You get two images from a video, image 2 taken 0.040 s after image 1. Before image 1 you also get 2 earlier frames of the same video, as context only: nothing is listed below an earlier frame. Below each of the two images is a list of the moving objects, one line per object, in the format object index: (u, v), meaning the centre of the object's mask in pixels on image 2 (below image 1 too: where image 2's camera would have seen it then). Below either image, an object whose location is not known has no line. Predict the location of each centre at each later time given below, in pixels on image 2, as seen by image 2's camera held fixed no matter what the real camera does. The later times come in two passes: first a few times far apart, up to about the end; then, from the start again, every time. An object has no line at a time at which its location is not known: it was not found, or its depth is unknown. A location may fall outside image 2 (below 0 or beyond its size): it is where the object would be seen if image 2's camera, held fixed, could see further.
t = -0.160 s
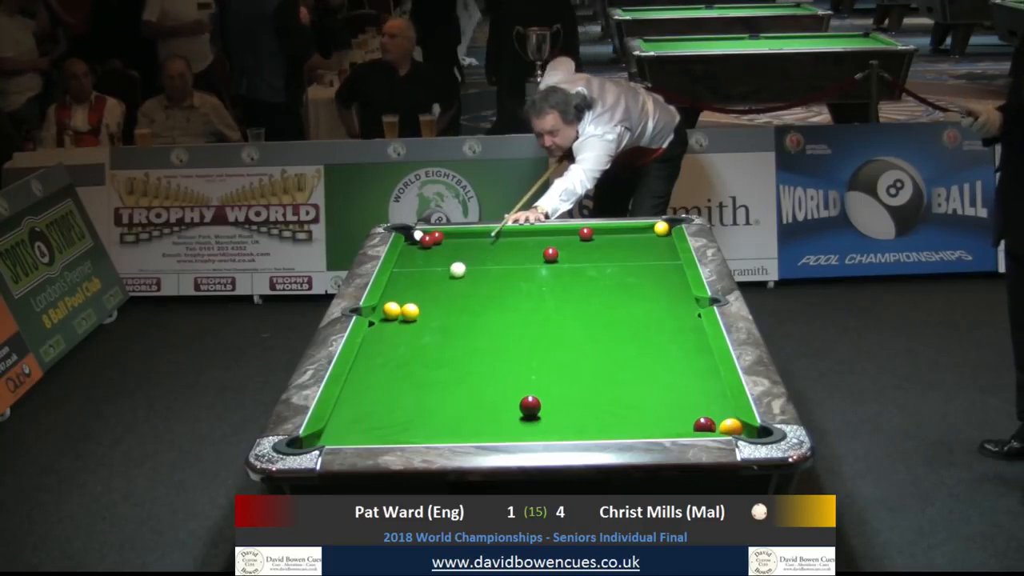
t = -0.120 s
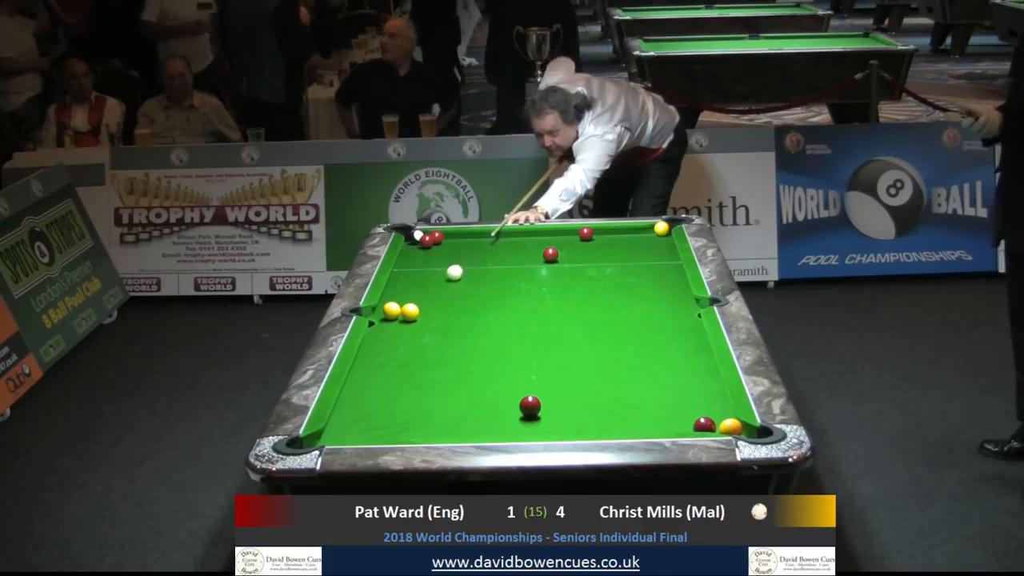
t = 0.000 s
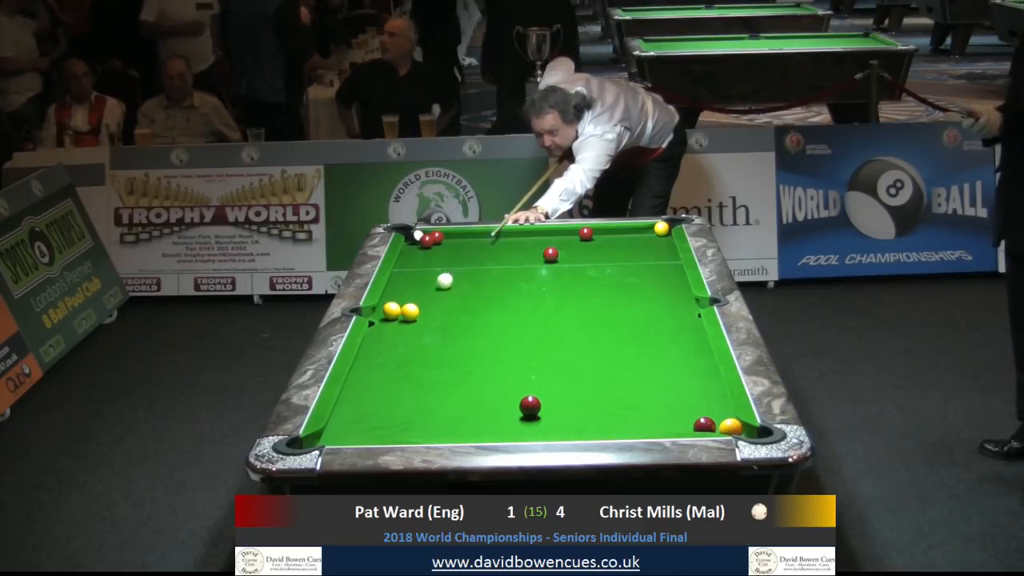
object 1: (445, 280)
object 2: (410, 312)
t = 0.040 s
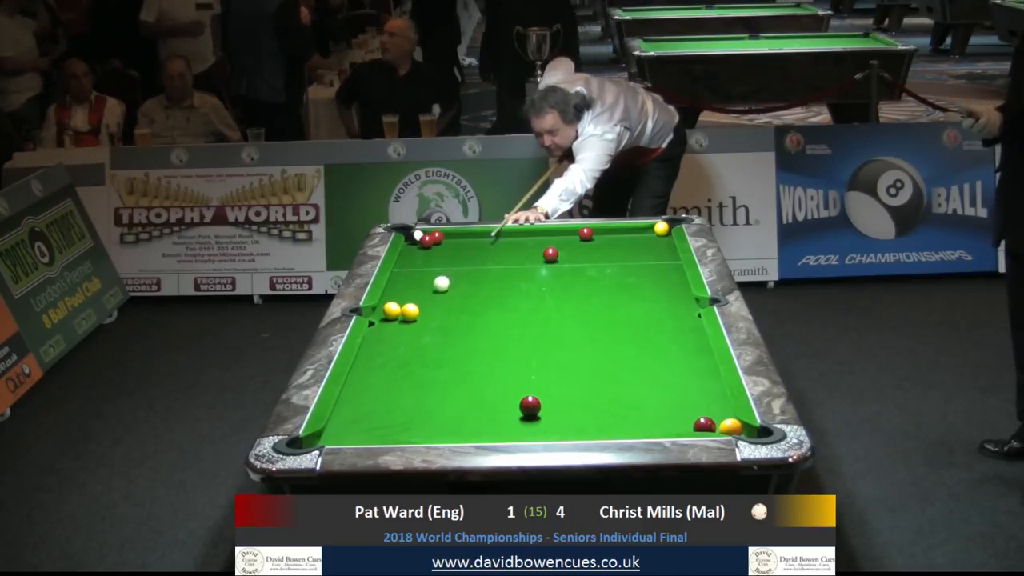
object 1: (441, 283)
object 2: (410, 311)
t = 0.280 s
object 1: (421, 300)
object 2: (410, 312)
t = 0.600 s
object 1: (409, 308)
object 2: (399, 324)
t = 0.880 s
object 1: (409, 309)
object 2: (388, 336)
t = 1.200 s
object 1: (409, 309)
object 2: (376, 350)
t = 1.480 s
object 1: (409, 309)
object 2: (366, 361)
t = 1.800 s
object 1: (409, 309)
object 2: (359, 373)
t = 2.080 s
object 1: (409, 309)
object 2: (358, 382)
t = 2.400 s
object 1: (409, 309)
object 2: (358, 392)
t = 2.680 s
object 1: (409, 309)
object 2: (357, 399)
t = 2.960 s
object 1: (409, 309)
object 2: (356, 405)
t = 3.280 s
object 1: (409, 309)
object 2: (354, 410)
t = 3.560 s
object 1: (409, 309)
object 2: (353, 413)
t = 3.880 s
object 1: (409, 309)
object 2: (352, 416)
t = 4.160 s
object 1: (409, 309)
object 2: (352, 417)
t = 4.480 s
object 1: (409, 309)
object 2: (352, 417)
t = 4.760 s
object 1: (409, 309)
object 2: (352, 417)
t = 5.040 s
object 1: (409, 309)
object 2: (352, 417)
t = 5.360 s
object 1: (409, 309)
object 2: (352, 417)
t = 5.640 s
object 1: (409, 309)
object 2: (352, 417)
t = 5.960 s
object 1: (409, 309)
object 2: (352, 417)
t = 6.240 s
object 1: (409, 309)
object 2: (352, 417)
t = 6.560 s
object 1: (409, 309)
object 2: (352, 417)
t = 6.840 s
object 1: (409, 309)
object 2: (352, 417)
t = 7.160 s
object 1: (409, 309)
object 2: (352, 417)
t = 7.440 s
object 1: (409, 309)
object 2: (352, 417)
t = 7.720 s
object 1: (409, 309)
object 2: (352, 417)
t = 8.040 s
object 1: (409, 309)
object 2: (352, 417)
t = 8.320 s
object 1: (409, 309)
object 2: (352, 417)
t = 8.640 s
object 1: (409, 309)
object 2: (352, 417)
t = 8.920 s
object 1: (409, 309)
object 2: (352, 417)
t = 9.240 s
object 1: (409, 309)
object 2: (352, 417)
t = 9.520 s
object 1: (409, 309)
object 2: (352, 417)
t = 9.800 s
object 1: (409, 309)
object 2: (352, 417)
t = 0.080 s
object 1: (438, 286)
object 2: (410, 312)
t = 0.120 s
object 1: (435, 289)
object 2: (410, 312)
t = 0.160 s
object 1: (431, 292)
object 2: (410, 312)
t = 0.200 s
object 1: (428, 295)
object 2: (410, 312)
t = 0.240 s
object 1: (424, 298)
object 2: (410, 312)
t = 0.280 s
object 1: (421, 300)
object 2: (410, 312)
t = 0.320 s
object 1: (418, 302)
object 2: (410, 312)
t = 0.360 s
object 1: (416, 305)
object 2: (409, 313)
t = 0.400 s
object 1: (415, 305)
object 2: (408, 314)
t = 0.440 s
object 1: (413, 306)
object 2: (406, 317)
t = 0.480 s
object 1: (412, 306)
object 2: (404, 318)
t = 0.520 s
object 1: (410, 307)
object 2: (403, 320)
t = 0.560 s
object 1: (409, 308)
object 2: (401, 322)
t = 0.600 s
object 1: (409, 308)
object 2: (399, 324)
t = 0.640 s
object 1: (408, 309)
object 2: (398, 326)
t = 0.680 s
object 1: (408, 309)
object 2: (396, 327)
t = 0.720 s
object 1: (408, 309)
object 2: (394, 329)
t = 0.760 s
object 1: (408, 309)
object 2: (393, 331)
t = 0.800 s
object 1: (408, 309)
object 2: (391, 333)
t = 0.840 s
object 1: (409, 309)
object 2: (390, 335)
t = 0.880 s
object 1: (409, 309)
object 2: (388, 336)
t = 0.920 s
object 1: (409, 309)
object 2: (386, 338)
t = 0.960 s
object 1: (409, 309)
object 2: (385, 339)
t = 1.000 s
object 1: (409, 309)
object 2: (383, 342)
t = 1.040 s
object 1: (409, 309)
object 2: (382, 343)
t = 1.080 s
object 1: (409, 309)
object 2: (381, 345)
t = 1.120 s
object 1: (409, 309)
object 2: (379, 346)
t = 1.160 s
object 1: (409, 309)
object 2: (377, 348)
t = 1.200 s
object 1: (409, 309)
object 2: (376, 350)
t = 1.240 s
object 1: (409, 309)
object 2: (374, 352)
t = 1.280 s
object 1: (409, 309)
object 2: (373, 353)
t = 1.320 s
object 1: (409, 309)
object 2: (372, 355)
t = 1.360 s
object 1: (409, 309)
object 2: (370, 357)
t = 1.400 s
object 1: (409, 309)
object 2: (369, 358)
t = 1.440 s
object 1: (409, 309)
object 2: (367, 360)
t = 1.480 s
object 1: (409, 309)
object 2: (366, 361)
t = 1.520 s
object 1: (409, 309)
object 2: (364, 363)
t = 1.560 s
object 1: (409, 309)
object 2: (363, 365)
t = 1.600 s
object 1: (409, 309)
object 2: (361, 366)
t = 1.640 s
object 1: (409, 309)
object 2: (360, 368)
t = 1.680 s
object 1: (409, 309)
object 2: (360, 369)
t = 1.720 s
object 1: (409, 309)
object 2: (359, 370)
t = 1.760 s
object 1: (409, 309)
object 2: (359, 372)
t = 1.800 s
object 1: (409, 309)
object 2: (359, 373)
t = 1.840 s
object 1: (409, 309)
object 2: (359, 375)
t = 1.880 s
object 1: (409, 309)
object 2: (359, 376)
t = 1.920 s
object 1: (409, 309)
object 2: (359, 377)
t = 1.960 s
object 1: (409, 309)
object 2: (358, 378)
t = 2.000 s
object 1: (409, 309)
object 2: (358, 380)
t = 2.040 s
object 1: (409, 309)
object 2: (358, 381)
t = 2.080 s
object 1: (409, 309)
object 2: (358, 382)
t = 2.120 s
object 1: (409, 309)
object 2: (358, 384)
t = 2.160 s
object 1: (409, 309)
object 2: (358, 385)
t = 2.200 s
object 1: (409, 309)
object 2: (358, 386)
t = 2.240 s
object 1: (409, 309)
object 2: (358, 387)
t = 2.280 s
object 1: (409, 309)
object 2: (358, 388)
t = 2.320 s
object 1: (409, 309)
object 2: (358, 389)
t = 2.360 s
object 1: (409, 309)
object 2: (358, 390)
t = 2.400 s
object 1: (409, 309)
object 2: (358, 392)
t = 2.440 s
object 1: (409, 309)
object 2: (358, 393)
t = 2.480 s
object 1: (409, 309)
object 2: (358, 394)
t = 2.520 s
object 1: (409, 309)
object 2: (358, 395)
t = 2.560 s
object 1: (409, 309)
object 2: (358, 396)
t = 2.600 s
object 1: (409, 309)
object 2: (357, 397)
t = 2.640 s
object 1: (409, 309)
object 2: (357, 398)
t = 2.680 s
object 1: (409, 309)
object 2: (357, 399)
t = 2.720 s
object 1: (409, 309)
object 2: (357, 400)
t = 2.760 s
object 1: (409, 309)
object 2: (357, 400)
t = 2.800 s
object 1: (409, 309)
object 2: (356, 401)
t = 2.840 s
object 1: (409, 309)
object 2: (356, 402)
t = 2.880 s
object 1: (409, 309)
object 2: (356, 403)
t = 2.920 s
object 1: (409, 309)
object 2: (356, 404)
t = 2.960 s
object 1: (409, 309)
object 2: (356, 405)
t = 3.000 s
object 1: (409, 309)
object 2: (355, 406)
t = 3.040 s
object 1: (409, 309)
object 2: (355, 406)
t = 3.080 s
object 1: (409, 309)
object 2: (355, 407)
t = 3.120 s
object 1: (409, 309)
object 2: (355, 408)
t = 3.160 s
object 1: (409, 309)
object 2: (355, 408)
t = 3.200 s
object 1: (409, 309)
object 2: (354, 409)
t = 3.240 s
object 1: (409, 309)
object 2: (354, 410)
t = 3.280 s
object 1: (409, 309)
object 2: (354, 410)
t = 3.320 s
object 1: (409, 309)
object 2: (354, 411)
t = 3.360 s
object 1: (409, 309)
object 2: (354, 411)
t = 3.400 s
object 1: (409, 309)
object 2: (354, 412)
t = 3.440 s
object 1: (409, 309)
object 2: (354, 412)
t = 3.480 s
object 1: (409, 309)
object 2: (354, 413)
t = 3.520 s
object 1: (409, 309)
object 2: (354, 413)
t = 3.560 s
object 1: (409, 309)
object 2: (353, 413)
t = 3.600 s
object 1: (409, 309)
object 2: (354, 414)
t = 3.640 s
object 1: (409, 309)
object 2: (353, 414)
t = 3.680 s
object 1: (409, 309)
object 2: (353, 415)
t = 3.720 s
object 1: (409, 309)
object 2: (353, 415)
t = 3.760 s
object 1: (409, 309)
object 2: (353, 415)
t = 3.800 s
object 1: (409, 309)
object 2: (353, 415)
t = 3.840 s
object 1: (409, 309)
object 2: (353, 416)
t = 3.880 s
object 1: (409, 309)
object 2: (352, 416)
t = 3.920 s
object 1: (409, 309)
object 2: (352, 417)
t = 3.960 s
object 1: (409, 309)
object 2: (352, 417)
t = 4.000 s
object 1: (409, 309)
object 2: (352, 417)
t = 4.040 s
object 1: (409, 309)
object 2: (352, 417)
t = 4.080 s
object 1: (409, 309)
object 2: (352, 417)
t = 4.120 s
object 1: (409, 309)
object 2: (352, 417)
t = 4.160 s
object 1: (409, 309)
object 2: (352, 417)
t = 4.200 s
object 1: (409, 309)
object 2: (352, 417)
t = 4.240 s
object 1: (409, 309)
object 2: (352, 417)
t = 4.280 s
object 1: (409, 309)
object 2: (352, 417)
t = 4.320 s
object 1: (409, 309)
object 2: (352, 417)
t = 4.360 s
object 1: (409, 309)
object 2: (352, 417)
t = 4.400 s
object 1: (409, 309)
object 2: (352, 417)
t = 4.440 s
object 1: (409, 309)
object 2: (352, 417)
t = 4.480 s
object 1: (409, 309)
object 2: (352, 417)
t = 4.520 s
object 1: (409, 309)
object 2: (352, 417)
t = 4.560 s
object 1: (409, 309)
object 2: (352, 417)
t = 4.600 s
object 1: (409, 309)
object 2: (352, 417)
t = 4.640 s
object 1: (409, 309)
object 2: (352, 417)
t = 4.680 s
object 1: (409, 309)
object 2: (352, 417)
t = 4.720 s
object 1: (409, 309)
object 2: (352, 417)
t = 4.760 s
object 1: (409, 309)
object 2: (352, 417)
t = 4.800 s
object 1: (409, 309)
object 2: (352, 417)
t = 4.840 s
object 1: (409, 309)
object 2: (352, 417)
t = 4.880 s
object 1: (409, 309)
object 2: (352, 417)
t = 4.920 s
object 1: (409, 309)
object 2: (352, 417)
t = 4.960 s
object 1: (409, 309)
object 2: (352, 417)
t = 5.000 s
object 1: (409, 309)
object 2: (352, 417)
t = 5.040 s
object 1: (409, 309)
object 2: (352, 417)
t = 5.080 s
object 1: (409, 309)
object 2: (352, 417)
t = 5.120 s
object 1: (409, 309)
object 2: (352, 417)
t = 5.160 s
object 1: (409, 309)
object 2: (352, 417)
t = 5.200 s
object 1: (409, 309)
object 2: (352, 417)
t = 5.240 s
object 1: (409, 309)
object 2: (352, 417)
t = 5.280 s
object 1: (409, 309)
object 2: (352, 417)
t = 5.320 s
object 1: (409, 309)
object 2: (352, 417)
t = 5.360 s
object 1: (409, 309)
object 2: (352, 417)
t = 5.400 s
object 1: (409, 309)
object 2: (352, 417)
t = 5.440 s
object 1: (409, 309)
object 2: (352, 417)
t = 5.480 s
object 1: (409, 309)
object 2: (352, 417)
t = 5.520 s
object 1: (409, 309)
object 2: (352, 417)
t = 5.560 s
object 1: (409, 309)
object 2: (352, 417)
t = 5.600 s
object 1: (409, 309)
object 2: (352, 417)
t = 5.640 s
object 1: (409, 309)
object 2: (352, 417)
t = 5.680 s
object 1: (409, 309)
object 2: (352, 417)
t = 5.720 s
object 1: (409, 309)
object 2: (352, 417)
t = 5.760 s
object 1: (409, 309)
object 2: (352, 417)
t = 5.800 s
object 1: (409, 309)
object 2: (352, 417)
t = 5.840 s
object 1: (409, 309)
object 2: (352, 417)
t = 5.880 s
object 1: (409, 309)
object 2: (352, 417)
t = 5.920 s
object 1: (409, 309)
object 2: (352, 417)
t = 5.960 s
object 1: (409, 309)
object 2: (352, 417)
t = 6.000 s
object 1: (409, 309)
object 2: (352, 417)
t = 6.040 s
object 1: (409, 309)
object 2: (352, 417)
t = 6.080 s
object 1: (409, 309)
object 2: (352, 417)
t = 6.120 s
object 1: (409, 309)
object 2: (352, 417)
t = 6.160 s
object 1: (409, 309)
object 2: (352, 417)
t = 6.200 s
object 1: (409, 309)
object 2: (352, 417)
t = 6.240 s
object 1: (409, 309)
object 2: (352, 417)
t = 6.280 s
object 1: (409, 309)
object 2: (352, 417)
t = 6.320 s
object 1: (409, 309)
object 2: (352, 417)
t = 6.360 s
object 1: (409, 309)
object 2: (352, 417)
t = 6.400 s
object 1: (409, 309)
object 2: (352, 417)
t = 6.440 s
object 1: (409, 309)
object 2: (352, 417)
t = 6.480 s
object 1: (409, 309)
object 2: (352, 417)
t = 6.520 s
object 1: (409, 309)
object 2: (352, 417)
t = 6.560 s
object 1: (409, 309)
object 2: (352, 417)
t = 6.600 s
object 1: (409, 309)
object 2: (352, 417)
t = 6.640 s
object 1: (409, 309)
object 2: (352, 417)
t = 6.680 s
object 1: (409, 309)
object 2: (352, 417)
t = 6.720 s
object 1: (409, 309)
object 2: (352, 417)
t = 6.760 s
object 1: (409, 309)
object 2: (352, 417)
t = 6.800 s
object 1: (409, 309)
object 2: (352, 417)
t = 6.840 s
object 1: (409, 309)
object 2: (352, 417)
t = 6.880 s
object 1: (409, 309)
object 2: (352, 417)
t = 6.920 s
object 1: (409, 309)
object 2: (352, 417)
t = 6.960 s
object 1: (409, 309)
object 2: (352, 417)
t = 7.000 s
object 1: (409, 309)
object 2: (352, 417)
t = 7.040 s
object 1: (409, 309)
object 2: (352, 417)
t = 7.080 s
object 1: (409, 309)
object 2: (352, 417)
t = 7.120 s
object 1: (409, 309)
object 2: (352, 417)
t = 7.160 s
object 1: (409, 309)
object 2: (352, 417)
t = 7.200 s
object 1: (409, 309)
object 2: (352, 417)
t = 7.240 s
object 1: (409, 309)
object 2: (352, 417)
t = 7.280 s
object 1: (409, 309)
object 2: (352, 417)
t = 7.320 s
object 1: (409, 309)
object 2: (352, 417)
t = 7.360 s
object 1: (409, 309)
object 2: (352, 417)
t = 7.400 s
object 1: (409, 309)
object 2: (352, 417)
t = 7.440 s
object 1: (409, 309)
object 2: (352, 417)
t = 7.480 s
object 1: (409, 309)
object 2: (352, 417)
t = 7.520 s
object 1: (409, 309)
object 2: (352, 417)
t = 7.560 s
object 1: (409, 309)
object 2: (352, 417)
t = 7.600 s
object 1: (409, 309)
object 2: (352, 417)
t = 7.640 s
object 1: (409, 309)
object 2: (352, 417)
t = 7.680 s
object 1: (409, 309)
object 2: (352, 417)
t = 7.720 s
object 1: (409, 309)
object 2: (352, 417)
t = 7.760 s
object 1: (409, 309)
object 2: (352, 417)
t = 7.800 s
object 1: (409, 309)
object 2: (352, 417)
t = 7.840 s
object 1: (409, 309)
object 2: (352, 417)
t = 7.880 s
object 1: (409, 309)
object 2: (352, 417)
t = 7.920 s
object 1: (409, 309)
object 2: (352, 417)
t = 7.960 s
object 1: (409, 309)
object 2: (352, 417)
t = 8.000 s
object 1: (409, 309)
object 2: (352, 417)
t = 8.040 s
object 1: (409, 309)
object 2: (352, 417)
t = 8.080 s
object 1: (409, 309)
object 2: (352, 417)
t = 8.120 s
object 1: (409, 309)
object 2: (352, 417)
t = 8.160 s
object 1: (409, 309)
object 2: (352, 417)
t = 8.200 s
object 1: (409, 309)
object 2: (352, 417)
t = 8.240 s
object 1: (409, 309)
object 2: (352, 417)
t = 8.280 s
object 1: (409, 309)
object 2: (352, 417)
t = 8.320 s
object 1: (409, 309)
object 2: (352, 417)
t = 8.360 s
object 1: (409, 309)
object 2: (352, 417)
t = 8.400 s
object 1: (409, 309)
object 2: (352, 417)
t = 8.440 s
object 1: (409, 309)
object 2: (352, 417)
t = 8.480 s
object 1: (409, 309)
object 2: (352, 417)
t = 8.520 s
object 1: (409, 309)
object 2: (352, 417)
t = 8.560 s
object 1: (409, 309)
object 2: (352, 417)
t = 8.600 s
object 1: (409, 309)
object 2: (352, 417)
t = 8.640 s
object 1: (409, 309)
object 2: (352, 417)
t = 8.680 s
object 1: (409, 309)
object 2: (352, 417)
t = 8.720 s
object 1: (409, 309)
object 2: (352, 417)
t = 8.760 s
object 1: (409, 309)
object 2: (352, 417)
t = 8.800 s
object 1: (409, 309)
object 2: (352, 417)
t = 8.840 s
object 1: (409, 309)
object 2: (352, 417)
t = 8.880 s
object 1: (409, 309)
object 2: (352, 417)
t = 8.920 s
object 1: (409, 309)
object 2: (352, 417)
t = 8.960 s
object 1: (409, 309)
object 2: (352, 417)
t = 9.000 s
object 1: (409, 309)
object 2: (352, 417)
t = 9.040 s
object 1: (409, 309)
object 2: (352, 417)
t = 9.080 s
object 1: (409, 309)
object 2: (352, 417)
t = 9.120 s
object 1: (409, 309)
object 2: (352, 417)
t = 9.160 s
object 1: (409, 309)
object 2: (352, 417)
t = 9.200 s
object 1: (409, 309)
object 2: (352, 417)
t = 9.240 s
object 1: (409, 309)
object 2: (352, 417)
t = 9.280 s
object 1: (409, 309)
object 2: (352, 417)
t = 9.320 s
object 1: (409, 309)
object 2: (352, 417)
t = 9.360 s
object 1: (409, 309)
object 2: (352, 417)
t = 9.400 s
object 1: (409, 309)
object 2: (352, 417)
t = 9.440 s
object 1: (409, 309)
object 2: (352, 417)
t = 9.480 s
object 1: (409, 309)
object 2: (352, 417)
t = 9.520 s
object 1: (409, 309)
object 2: (352, 417)
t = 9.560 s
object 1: (409, 309)
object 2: (352, 417)
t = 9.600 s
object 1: (409, 309)
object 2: (352, 417)
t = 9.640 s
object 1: (409, 309)
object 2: (352, 417)
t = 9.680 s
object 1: (409, 309)
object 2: (352, 417)
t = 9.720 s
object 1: (409, 309)
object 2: (352, 417)
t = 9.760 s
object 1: (409, 309)
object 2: (352, 417)
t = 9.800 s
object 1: (409, 309)
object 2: (352, 417)
